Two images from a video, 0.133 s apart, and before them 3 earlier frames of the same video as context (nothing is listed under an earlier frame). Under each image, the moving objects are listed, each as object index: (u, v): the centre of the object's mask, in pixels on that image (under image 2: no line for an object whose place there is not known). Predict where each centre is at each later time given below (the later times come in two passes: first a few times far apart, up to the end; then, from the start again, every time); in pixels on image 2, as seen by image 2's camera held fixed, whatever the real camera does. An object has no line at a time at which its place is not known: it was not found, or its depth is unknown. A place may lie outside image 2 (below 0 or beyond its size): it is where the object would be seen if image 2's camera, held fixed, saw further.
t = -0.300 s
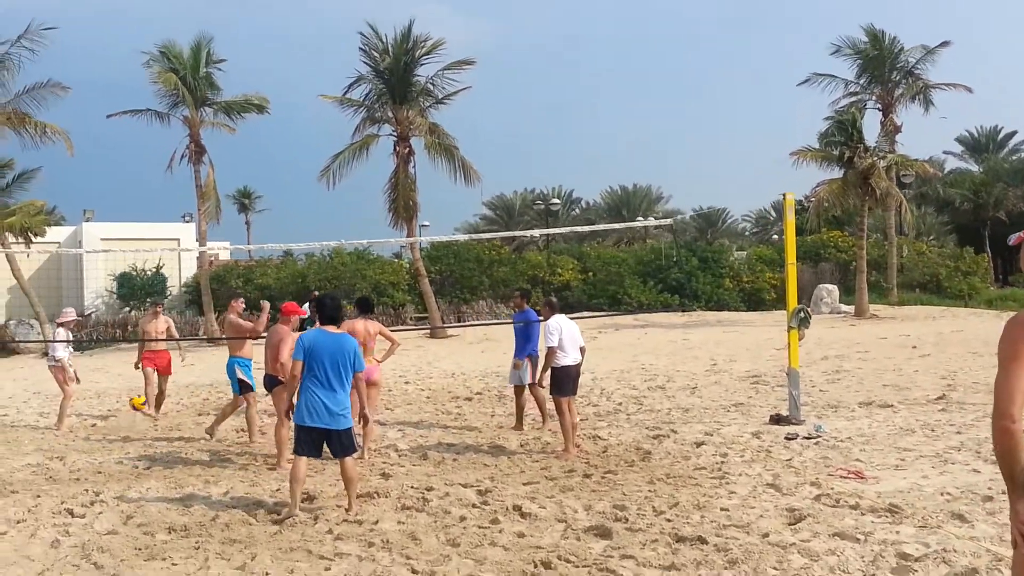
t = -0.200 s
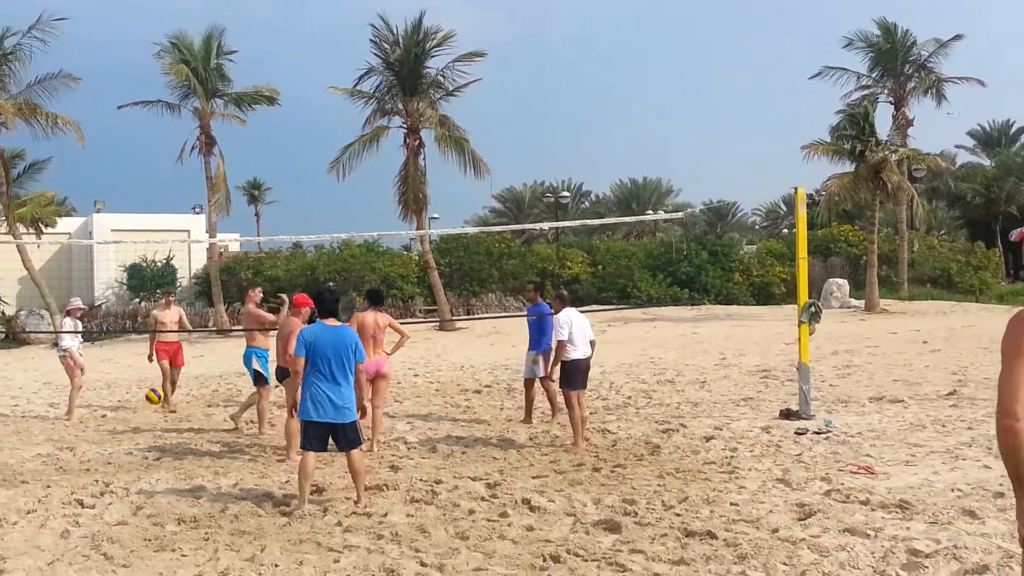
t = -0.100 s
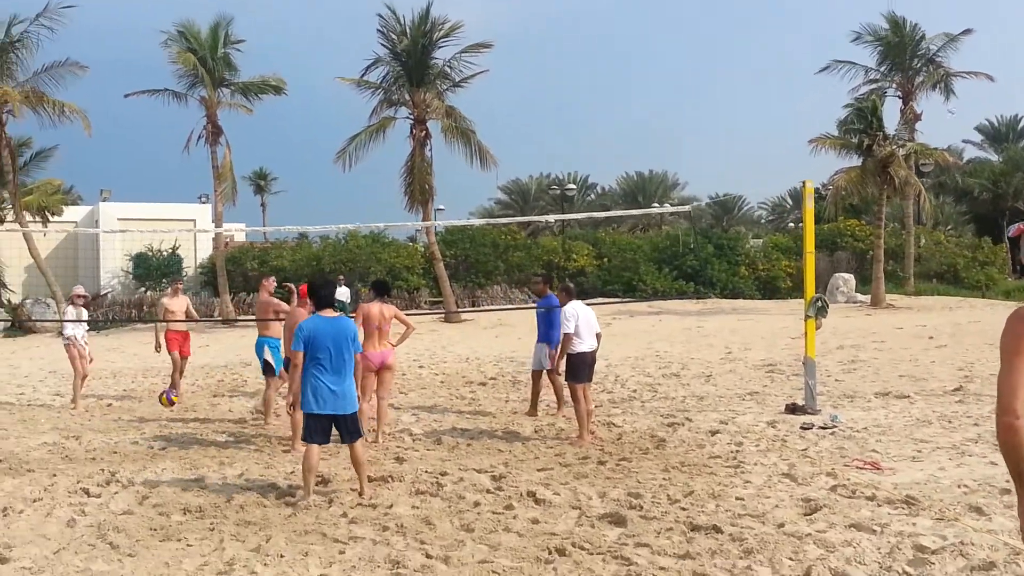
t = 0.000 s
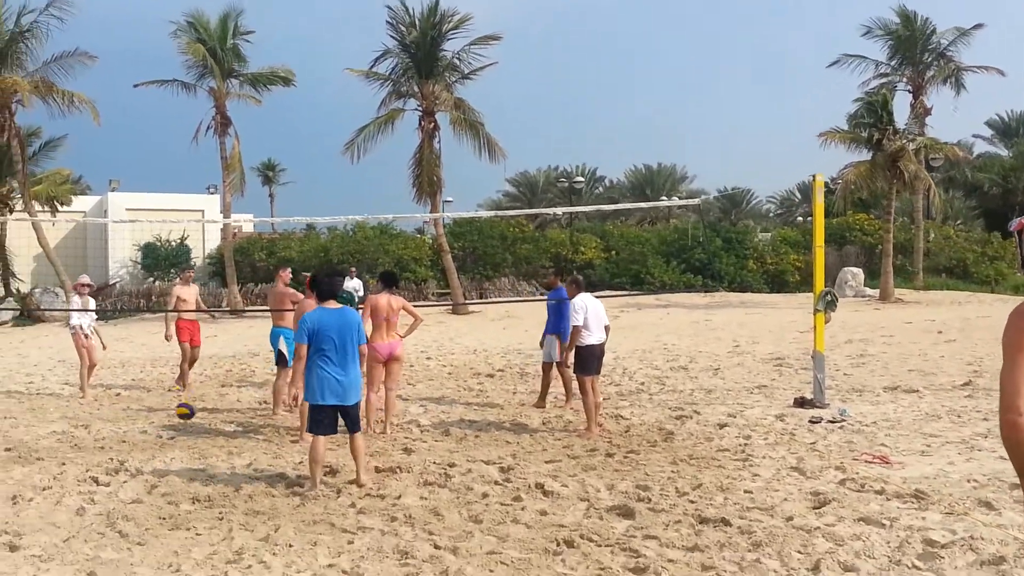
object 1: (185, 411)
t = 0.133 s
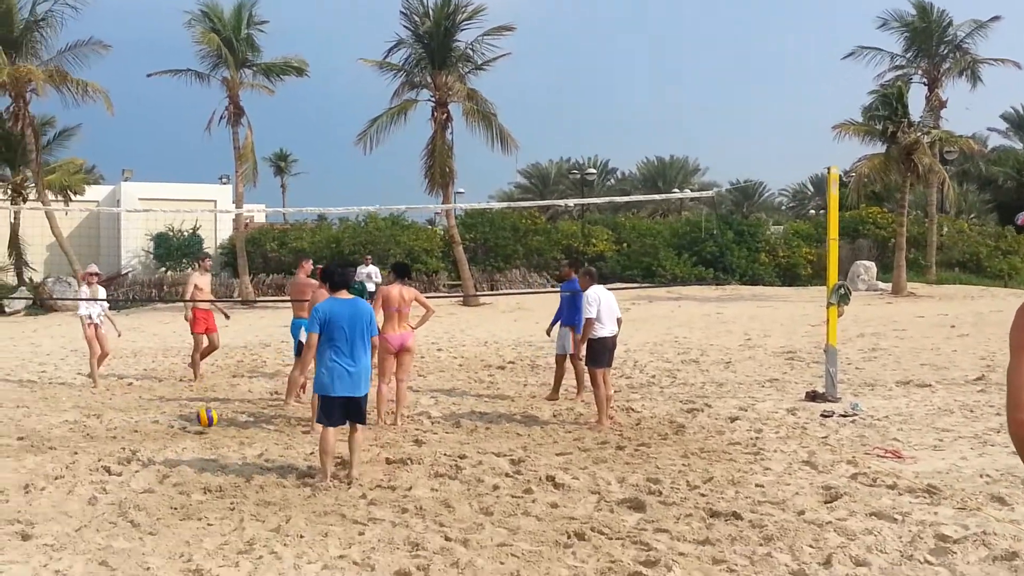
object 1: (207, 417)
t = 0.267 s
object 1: (216, 417)
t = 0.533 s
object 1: (244, 444)
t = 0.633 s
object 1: (257, 458)
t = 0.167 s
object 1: (209, 416)
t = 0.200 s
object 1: (212, 415)
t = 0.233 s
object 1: (214, 416)
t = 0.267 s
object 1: (216, 417)
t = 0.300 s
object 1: (219, 422)
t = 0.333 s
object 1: (221, 426)
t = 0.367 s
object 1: (224, 431)
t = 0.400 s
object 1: (226, 439)
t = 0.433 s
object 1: (230, 442)
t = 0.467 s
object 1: (235, 441)
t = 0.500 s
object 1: (240, 442)
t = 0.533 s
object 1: (244, 444)
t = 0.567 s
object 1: (249, 447)
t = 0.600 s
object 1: (253, 452)
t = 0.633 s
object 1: (257, 458)
